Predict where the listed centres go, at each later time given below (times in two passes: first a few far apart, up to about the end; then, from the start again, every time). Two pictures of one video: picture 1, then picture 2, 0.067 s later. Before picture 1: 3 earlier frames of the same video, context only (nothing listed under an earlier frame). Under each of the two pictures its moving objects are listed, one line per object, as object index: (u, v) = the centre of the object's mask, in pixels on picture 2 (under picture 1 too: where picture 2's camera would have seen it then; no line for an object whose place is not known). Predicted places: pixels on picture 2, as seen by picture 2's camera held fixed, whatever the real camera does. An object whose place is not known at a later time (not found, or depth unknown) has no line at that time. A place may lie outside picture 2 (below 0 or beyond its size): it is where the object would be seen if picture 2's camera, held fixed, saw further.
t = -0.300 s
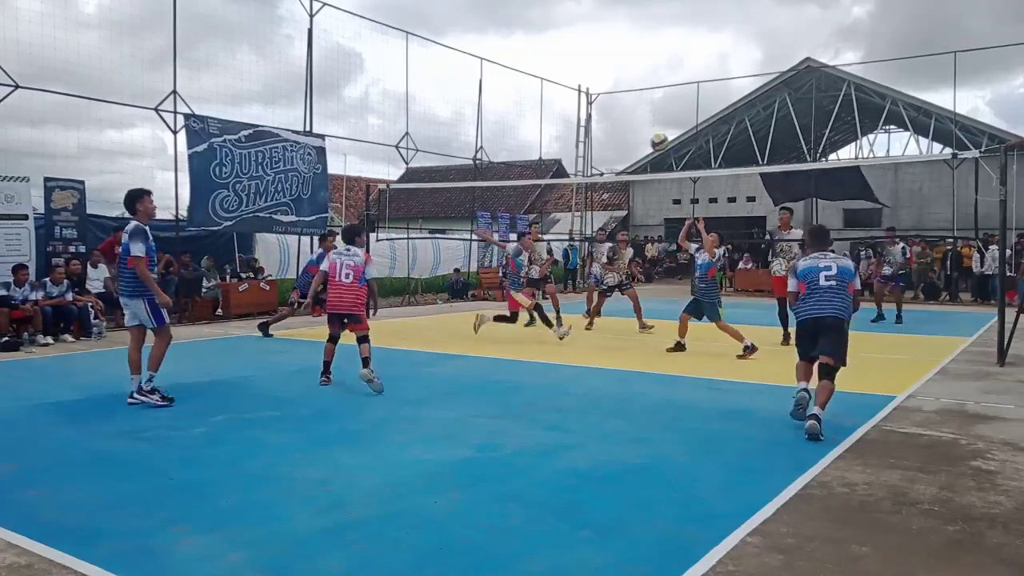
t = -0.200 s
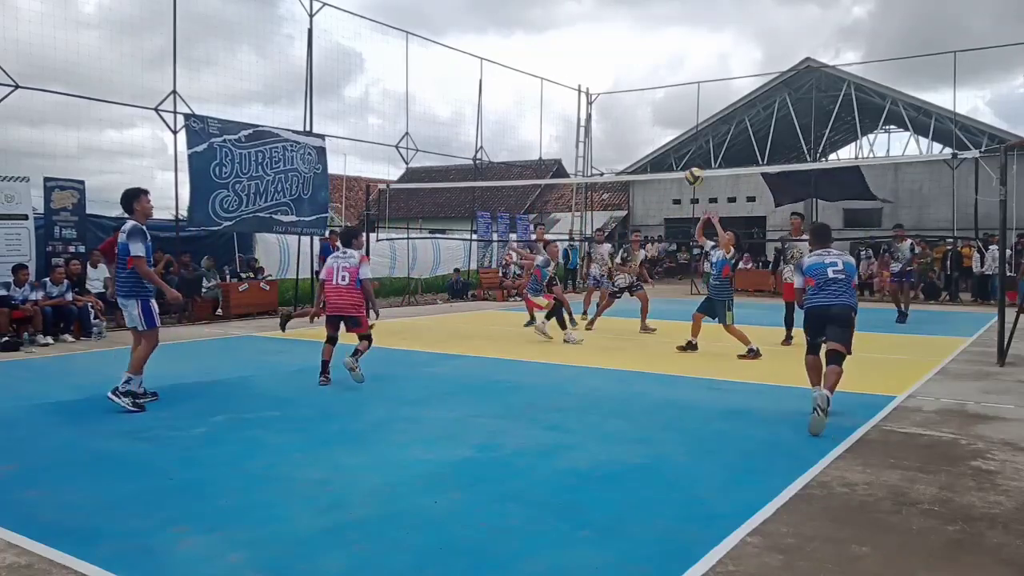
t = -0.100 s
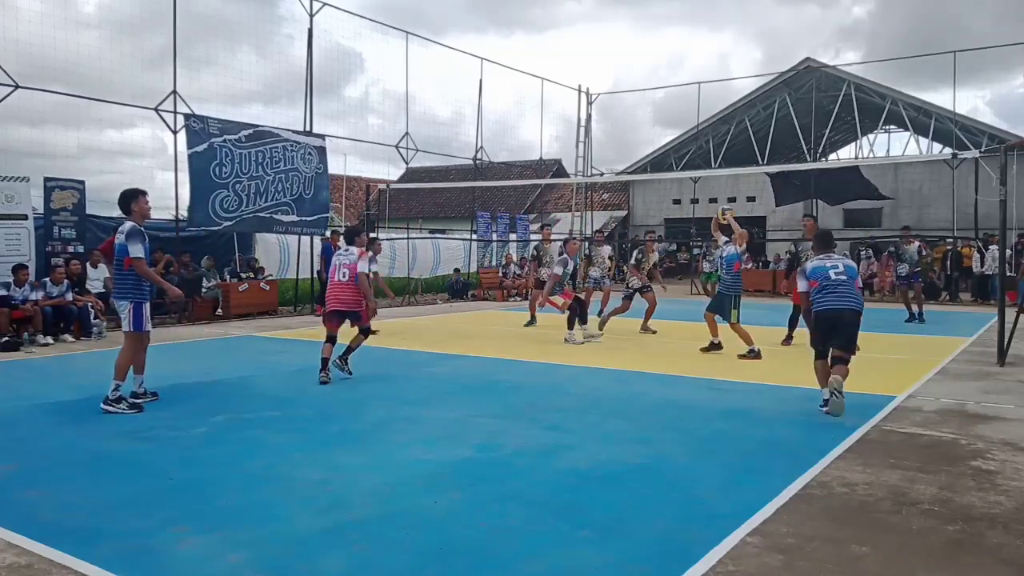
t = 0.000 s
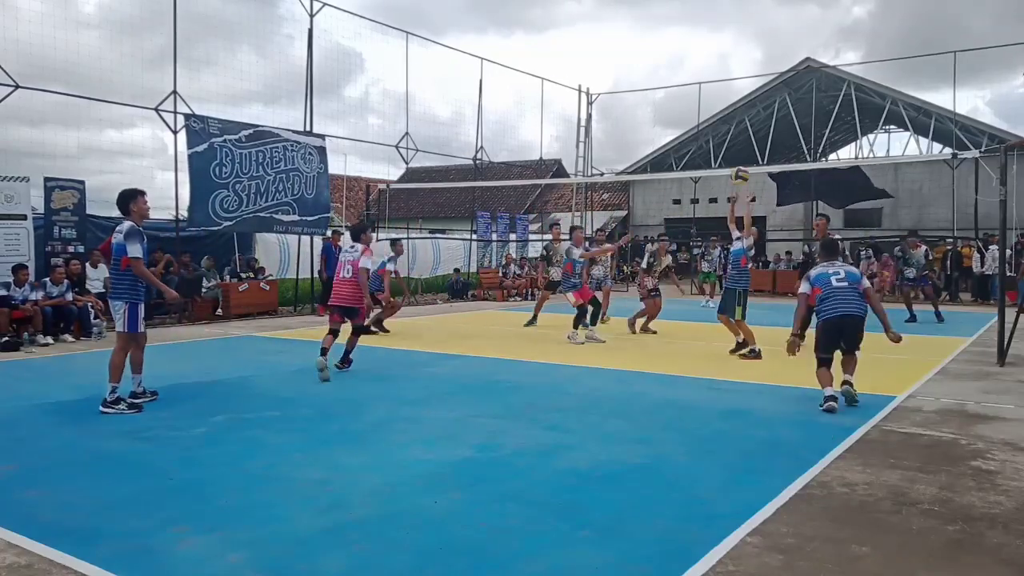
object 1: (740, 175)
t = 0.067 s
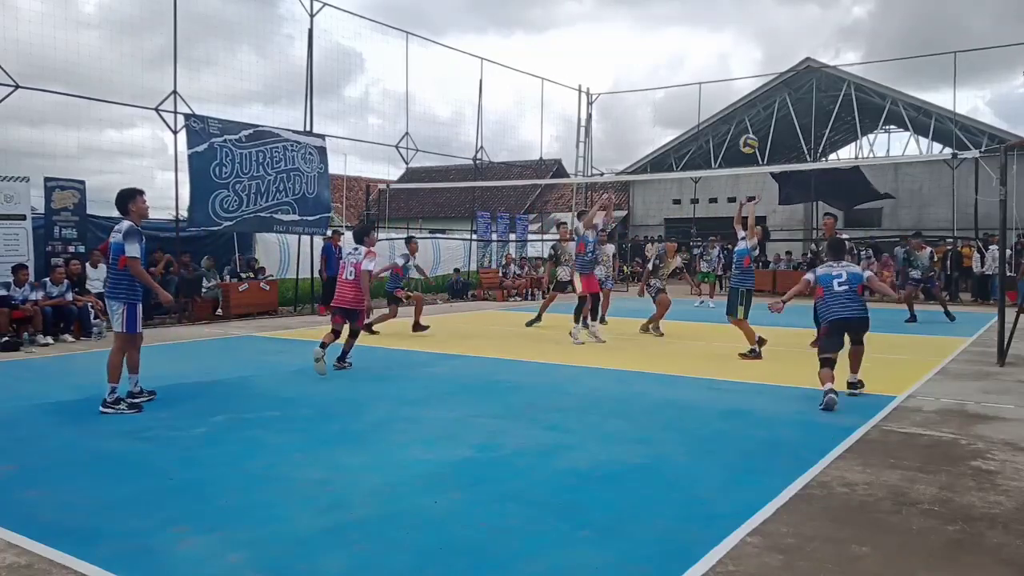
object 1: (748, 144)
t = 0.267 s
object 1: (774, 67)
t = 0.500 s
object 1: (804, 19)
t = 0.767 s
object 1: (840, 20)
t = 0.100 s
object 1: (752, 129)
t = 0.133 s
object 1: (757, 115)
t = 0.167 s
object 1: (761, 102)
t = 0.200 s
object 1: (765, 90)
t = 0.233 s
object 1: (770, 78)
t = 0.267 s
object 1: (774, 67)
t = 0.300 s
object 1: (778, 58)
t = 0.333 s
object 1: (783, 49)
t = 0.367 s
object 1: (787, 41)
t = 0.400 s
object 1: (791, 34)
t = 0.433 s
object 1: (796, 28)
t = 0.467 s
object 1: (800, 23)
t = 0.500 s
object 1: (804, 19)
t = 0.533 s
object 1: (809, 15)
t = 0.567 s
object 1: (813, 13)
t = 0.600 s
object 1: (818, 12)
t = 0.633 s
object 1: (822, 11)
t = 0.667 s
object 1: (826, 12)
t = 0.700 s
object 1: (831, 14)
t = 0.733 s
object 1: (835, 16)
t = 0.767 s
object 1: (840, 20)
